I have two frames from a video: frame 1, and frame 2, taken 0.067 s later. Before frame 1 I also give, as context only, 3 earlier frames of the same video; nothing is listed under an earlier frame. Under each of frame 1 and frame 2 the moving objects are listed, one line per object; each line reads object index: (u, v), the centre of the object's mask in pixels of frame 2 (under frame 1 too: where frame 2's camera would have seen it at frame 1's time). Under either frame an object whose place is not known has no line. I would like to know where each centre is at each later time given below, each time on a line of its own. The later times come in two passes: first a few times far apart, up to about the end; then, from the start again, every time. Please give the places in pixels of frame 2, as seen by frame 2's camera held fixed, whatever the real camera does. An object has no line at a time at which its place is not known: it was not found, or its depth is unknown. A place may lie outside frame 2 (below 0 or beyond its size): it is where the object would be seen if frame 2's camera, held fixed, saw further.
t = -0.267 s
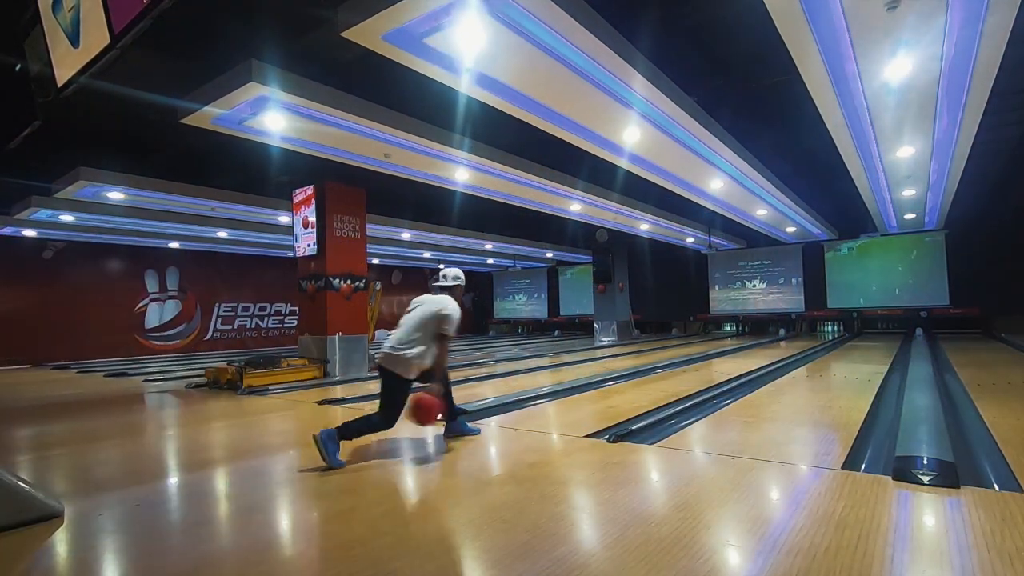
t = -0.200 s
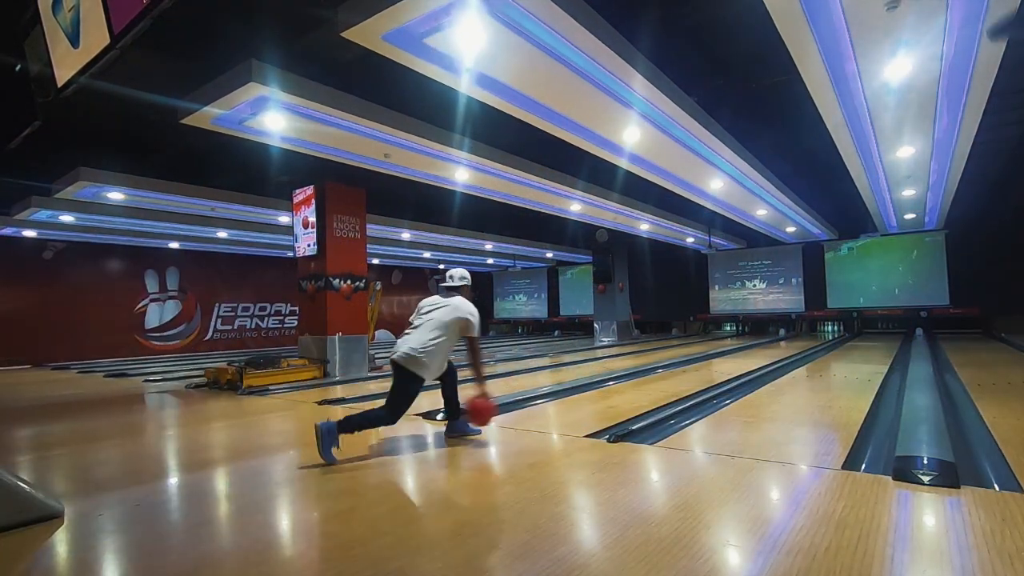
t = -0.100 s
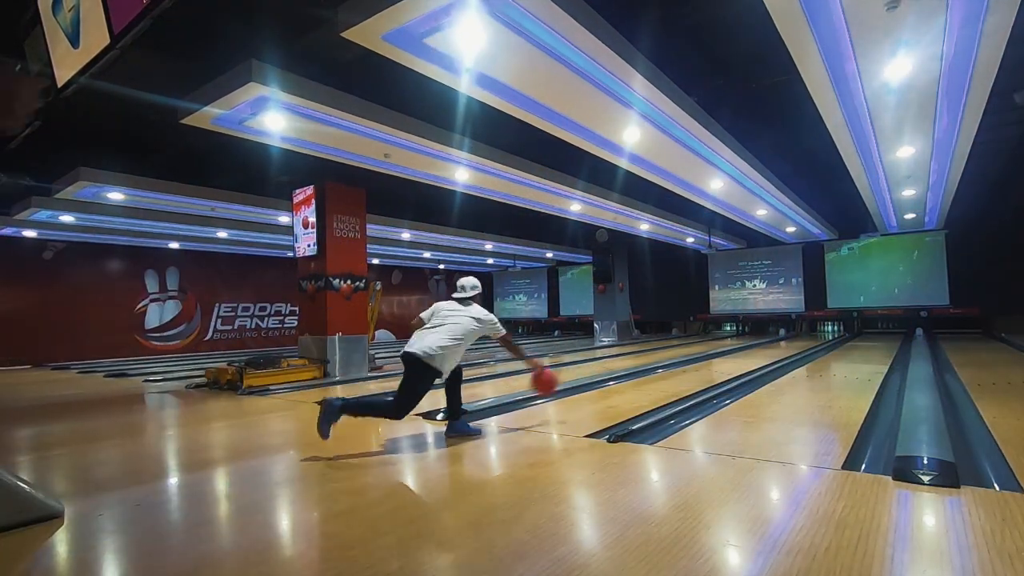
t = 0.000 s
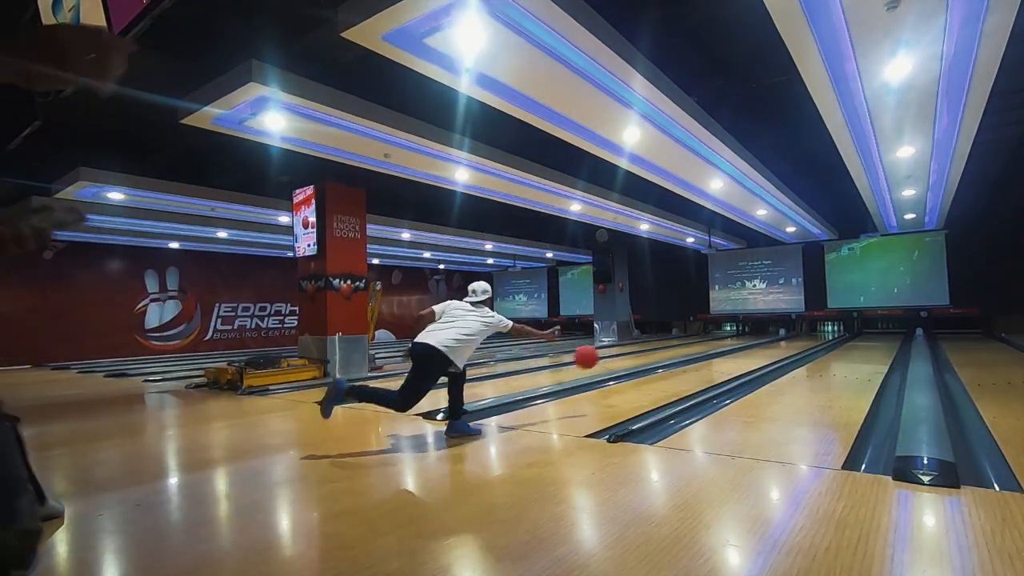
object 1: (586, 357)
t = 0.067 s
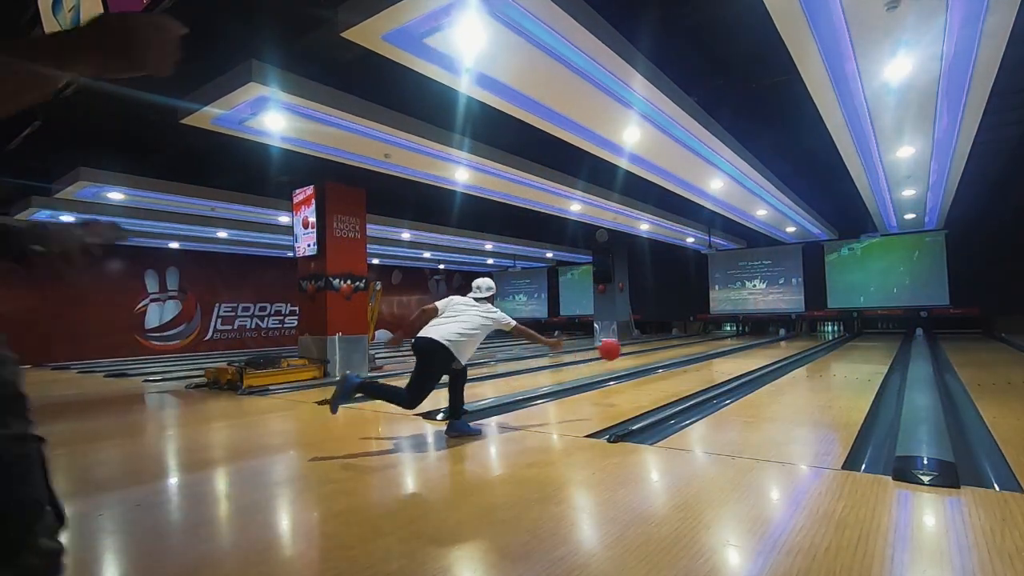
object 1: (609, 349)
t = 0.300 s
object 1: (669, 358)
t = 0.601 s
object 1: (716, 359)
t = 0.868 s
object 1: (743, 351)
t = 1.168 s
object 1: (764, 344)
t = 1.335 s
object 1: (772, 342)
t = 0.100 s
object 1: (620, 348)
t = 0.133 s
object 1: (629, 347)
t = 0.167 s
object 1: (638, 347)
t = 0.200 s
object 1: (646, 349)
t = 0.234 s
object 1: (655, 351)
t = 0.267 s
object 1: (662, 354)
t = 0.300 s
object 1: (669, 358)
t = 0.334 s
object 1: (675, 362)
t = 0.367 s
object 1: (682, 367)
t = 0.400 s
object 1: (688, 366)
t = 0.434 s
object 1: (693, 364)
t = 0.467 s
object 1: (698, 362)
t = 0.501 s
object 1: (703, 361)
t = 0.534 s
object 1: (707, 361)
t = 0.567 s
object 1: (712, 360)
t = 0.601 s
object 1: (716, 359)
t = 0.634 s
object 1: (720, 357)
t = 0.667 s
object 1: (724, 357)
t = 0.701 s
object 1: (727, 355)
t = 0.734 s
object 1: (731, 354)
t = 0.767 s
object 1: (734, 354)
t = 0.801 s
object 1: (737, 353)
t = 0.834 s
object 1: (741, 352)
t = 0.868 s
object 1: (743, 351)
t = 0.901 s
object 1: (746, 350)
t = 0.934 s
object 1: (748, 349)
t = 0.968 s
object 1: (751, 349)
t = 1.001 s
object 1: (754, 348)
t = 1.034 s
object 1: (755, 347)
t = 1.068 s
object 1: (759, 346)
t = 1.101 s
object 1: (760, 346)
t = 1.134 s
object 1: (762, 345)
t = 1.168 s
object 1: (764, 344)
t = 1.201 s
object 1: (766, 344)
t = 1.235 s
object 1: (768, 343)
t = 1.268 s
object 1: (769, 343)
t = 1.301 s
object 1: (770, 342)
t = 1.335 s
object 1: (772, 342)
